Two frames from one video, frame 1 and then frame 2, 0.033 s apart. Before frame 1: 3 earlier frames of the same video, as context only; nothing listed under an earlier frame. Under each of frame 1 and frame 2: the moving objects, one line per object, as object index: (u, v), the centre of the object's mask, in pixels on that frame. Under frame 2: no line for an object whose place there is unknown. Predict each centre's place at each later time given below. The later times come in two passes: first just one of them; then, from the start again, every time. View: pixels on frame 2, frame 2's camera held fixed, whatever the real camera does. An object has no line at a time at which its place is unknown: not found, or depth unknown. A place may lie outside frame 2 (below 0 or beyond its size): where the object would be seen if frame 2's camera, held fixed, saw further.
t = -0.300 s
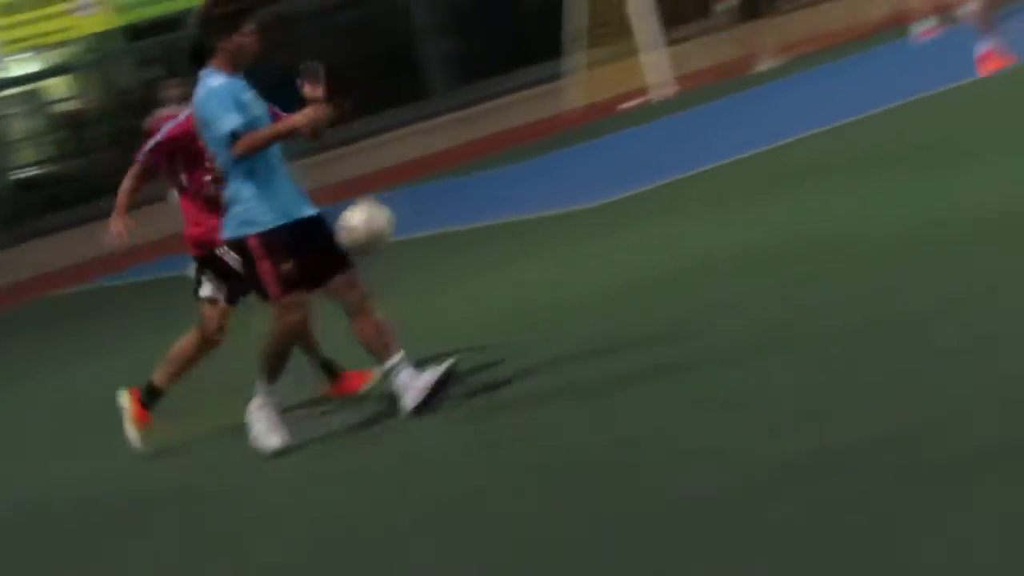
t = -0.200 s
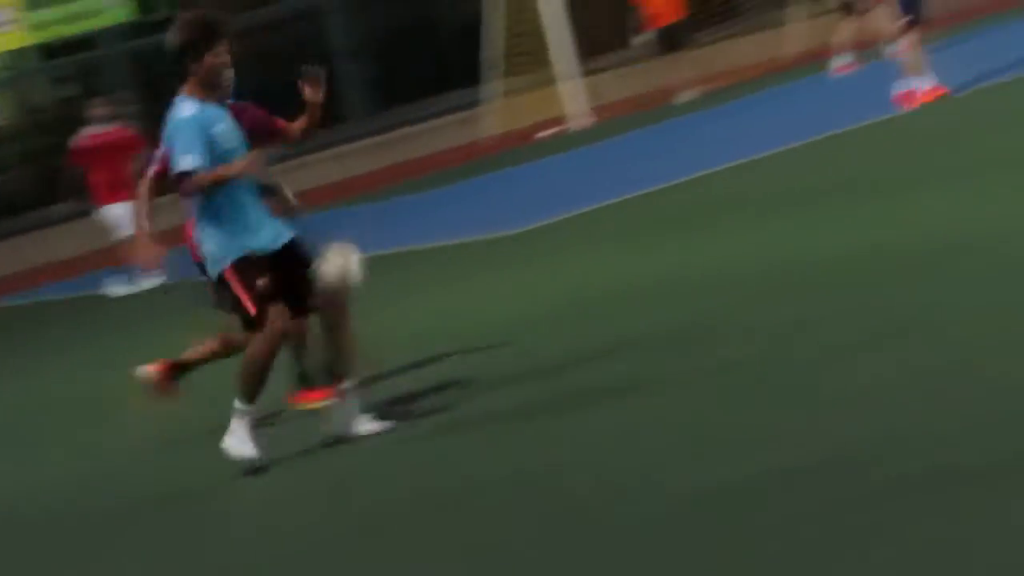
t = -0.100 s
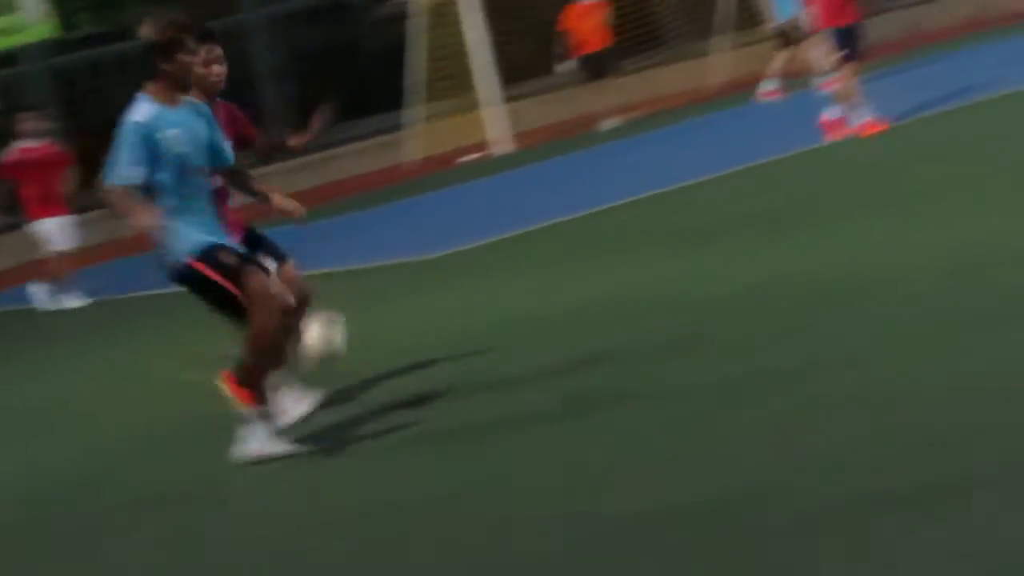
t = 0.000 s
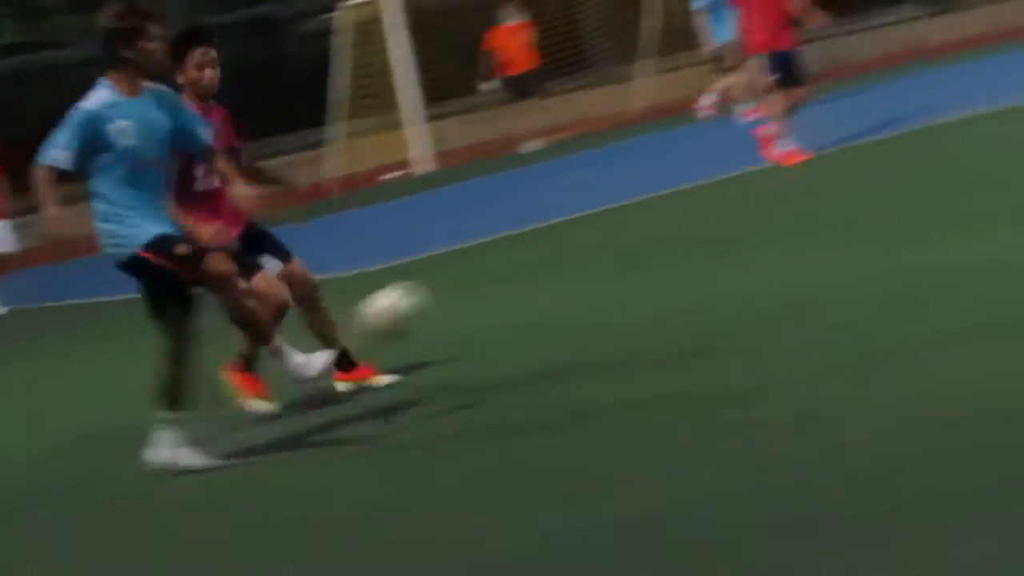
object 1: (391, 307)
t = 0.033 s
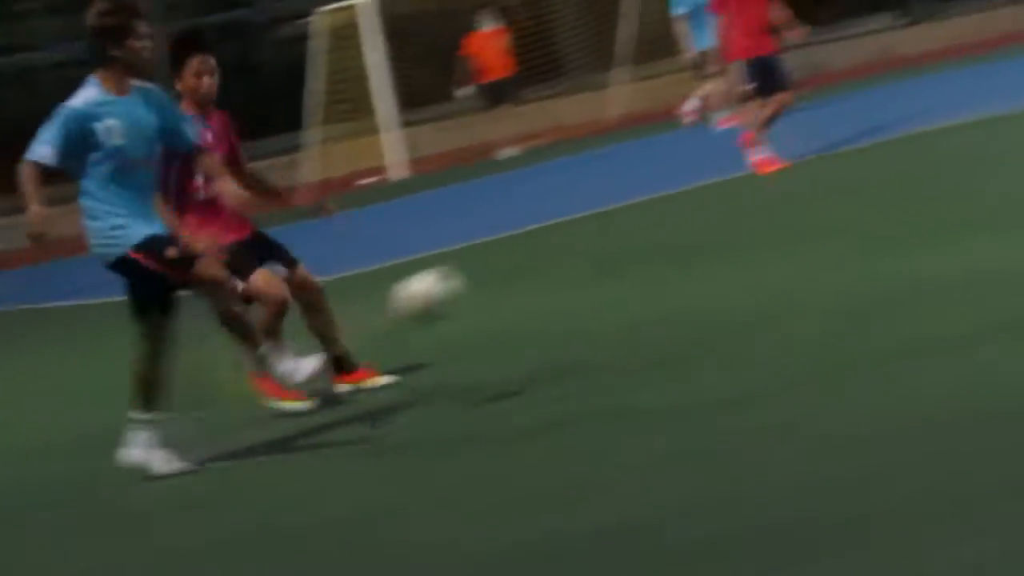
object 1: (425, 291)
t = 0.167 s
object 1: (658, 240)
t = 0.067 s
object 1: (484, 274)
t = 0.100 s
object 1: (542, 260)
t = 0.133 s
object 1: (600, 248)
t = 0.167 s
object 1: (658, 240)
